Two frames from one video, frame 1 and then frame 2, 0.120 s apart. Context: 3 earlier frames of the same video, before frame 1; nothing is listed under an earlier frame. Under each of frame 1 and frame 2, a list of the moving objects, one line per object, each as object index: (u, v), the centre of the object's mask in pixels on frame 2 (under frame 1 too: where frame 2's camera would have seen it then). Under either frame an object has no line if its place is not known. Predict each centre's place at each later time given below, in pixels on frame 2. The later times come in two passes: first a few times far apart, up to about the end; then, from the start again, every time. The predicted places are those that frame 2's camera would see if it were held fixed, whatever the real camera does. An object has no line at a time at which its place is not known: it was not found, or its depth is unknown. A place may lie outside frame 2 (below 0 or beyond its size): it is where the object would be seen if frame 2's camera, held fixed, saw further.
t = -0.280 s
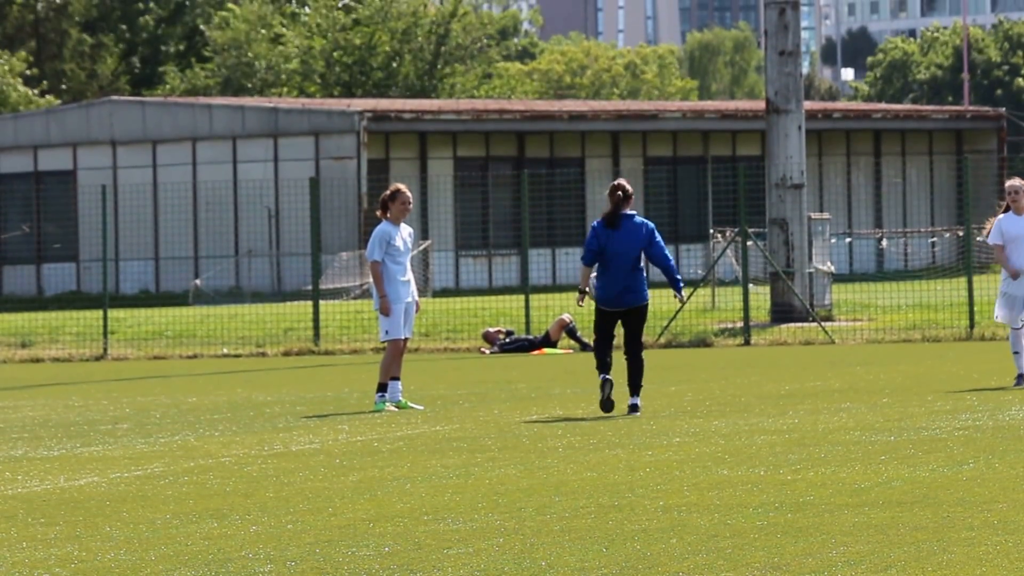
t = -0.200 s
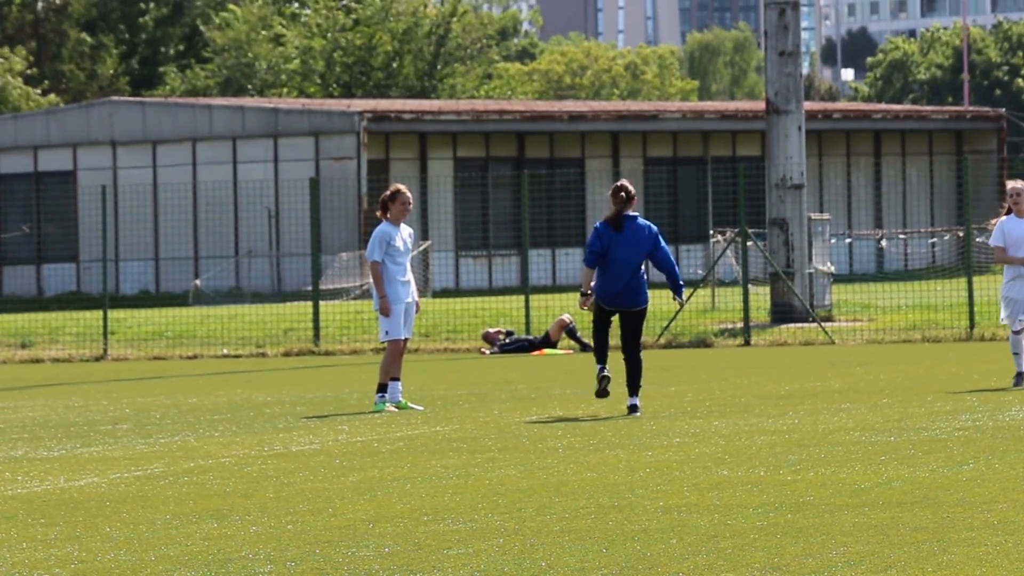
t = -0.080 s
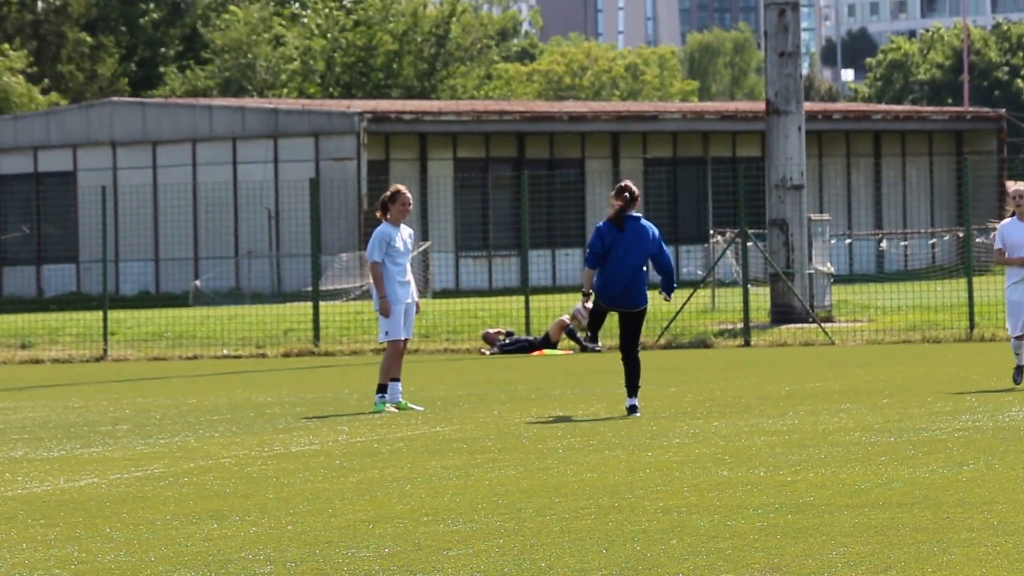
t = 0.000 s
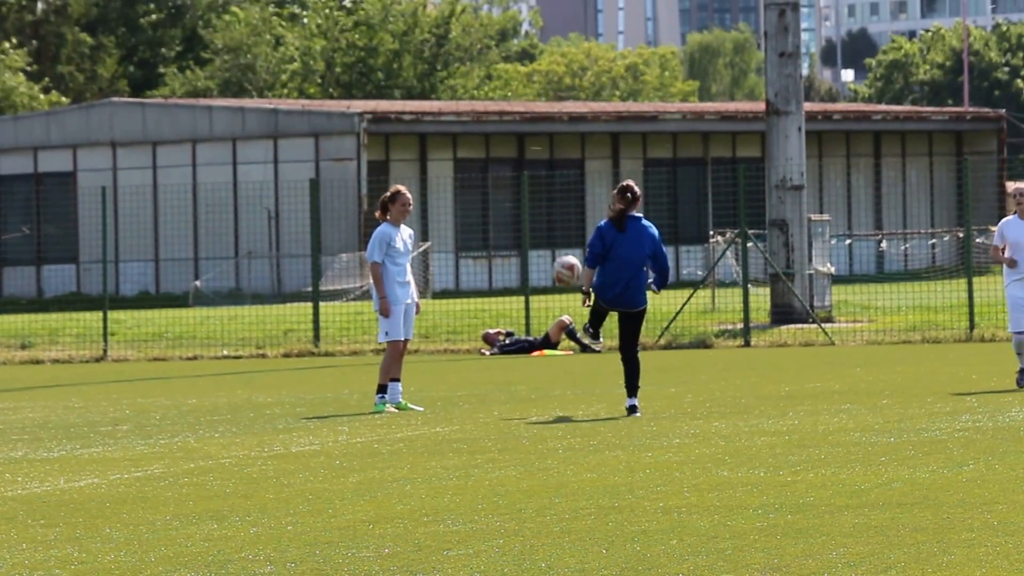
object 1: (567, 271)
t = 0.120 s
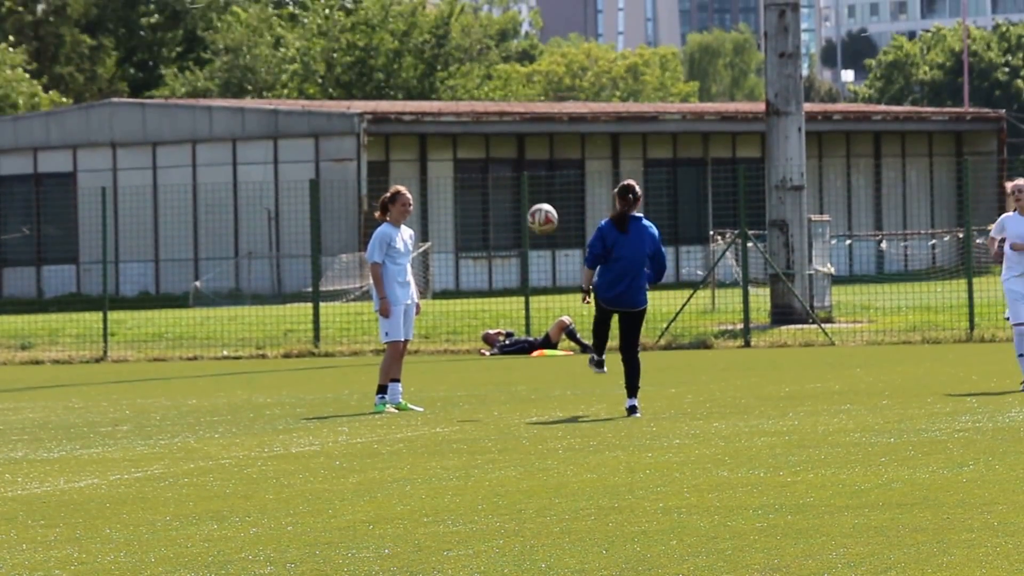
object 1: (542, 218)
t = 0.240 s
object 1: (518, 186)
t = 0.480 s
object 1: (473, 178)
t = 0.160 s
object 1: (534, 205)
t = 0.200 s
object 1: (526, 195)
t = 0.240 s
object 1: (518, 186)
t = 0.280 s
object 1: (511, 179)
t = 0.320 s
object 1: (503, 174)
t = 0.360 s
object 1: (496, 172)
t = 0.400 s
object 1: (488, 172)
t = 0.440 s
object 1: (480, 173)
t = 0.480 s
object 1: (473, 178)
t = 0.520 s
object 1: (466, 184)
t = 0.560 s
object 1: (458, 193)
